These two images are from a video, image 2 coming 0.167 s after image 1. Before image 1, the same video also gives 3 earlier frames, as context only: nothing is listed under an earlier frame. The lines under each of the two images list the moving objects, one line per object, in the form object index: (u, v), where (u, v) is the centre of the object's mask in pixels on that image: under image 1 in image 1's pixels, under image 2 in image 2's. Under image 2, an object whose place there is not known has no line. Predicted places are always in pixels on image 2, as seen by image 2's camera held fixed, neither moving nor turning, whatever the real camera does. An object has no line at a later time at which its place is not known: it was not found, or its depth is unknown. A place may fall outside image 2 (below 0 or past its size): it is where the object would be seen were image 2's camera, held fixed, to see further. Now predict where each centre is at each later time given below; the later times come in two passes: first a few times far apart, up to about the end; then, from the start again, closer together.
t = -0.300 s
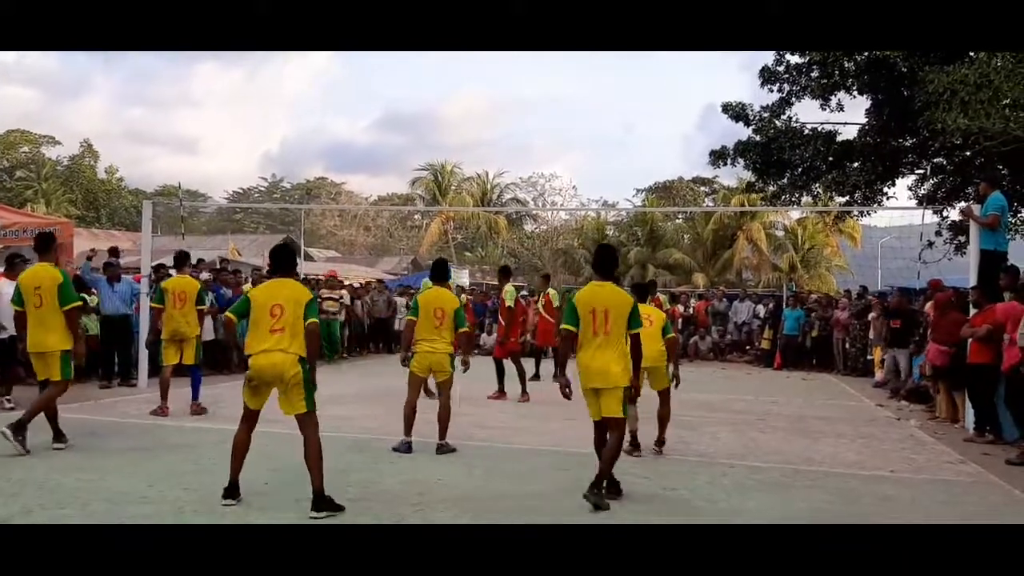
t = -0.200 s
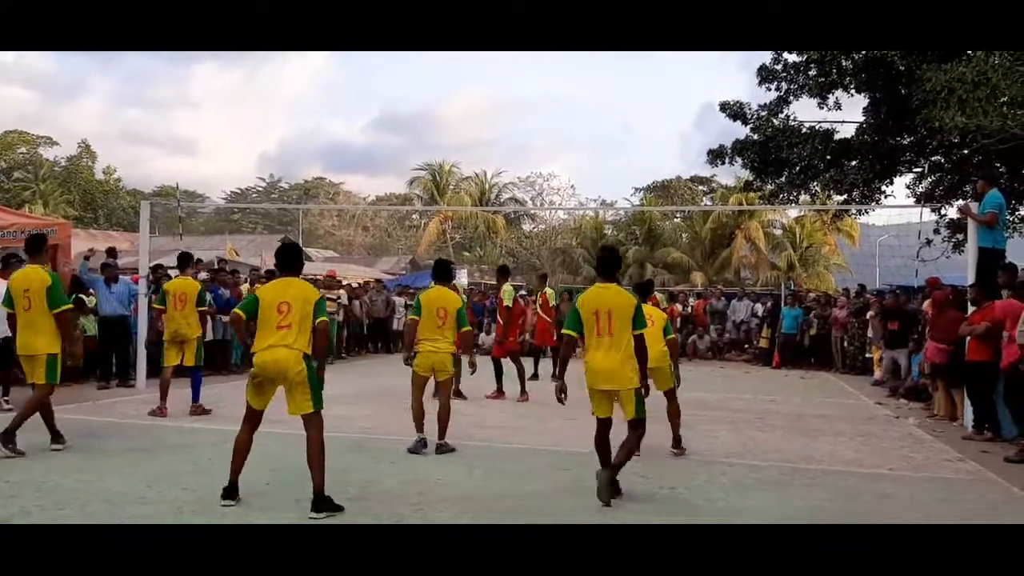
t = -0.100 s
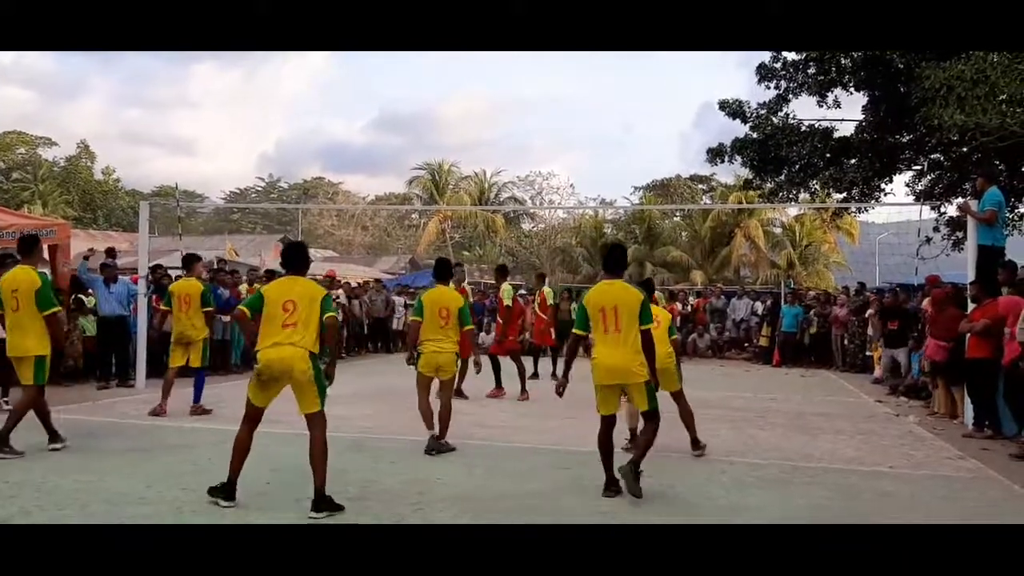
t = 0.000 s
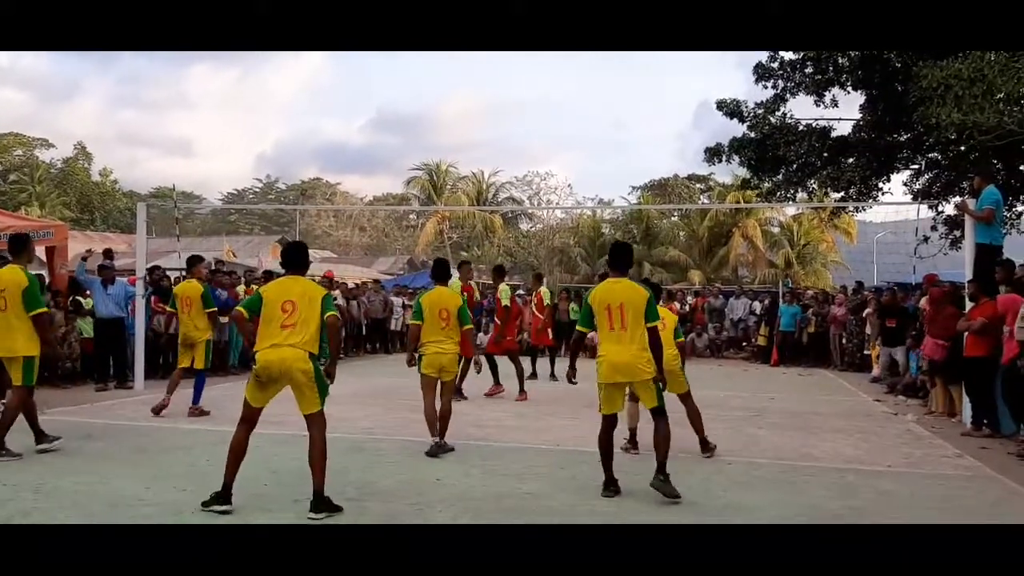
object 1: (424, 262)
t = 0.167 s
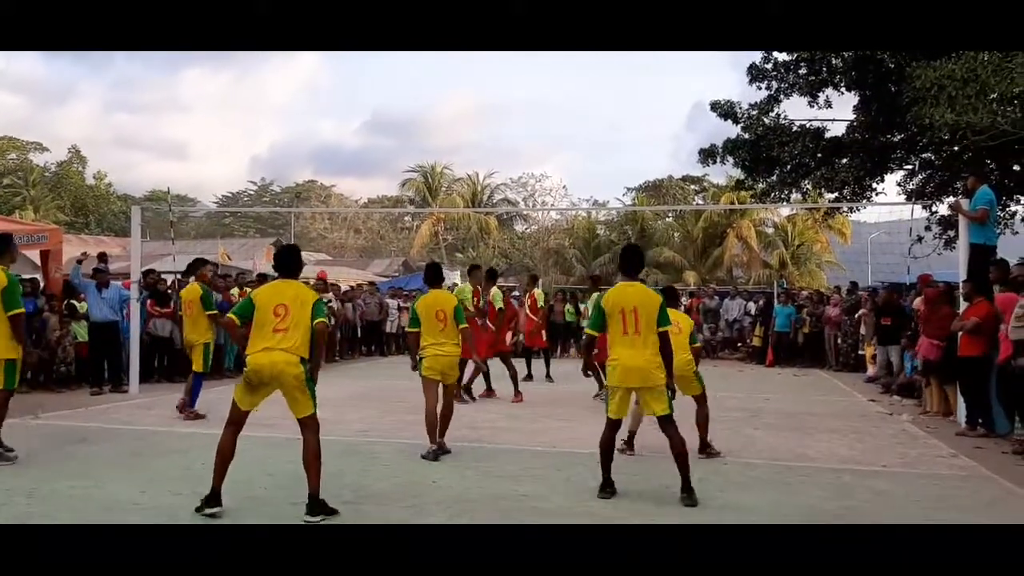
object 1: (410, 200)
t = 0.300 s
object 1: (406, 154)
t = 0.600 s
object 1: (391, 70)
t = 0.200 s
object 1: (409, 190)
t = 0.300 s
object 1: (406, 154)
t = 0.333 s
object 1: (404, 144)
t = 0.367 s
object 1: (403, 133)
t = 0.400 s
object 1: (401, 122)
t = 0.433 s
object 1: (400, 113)
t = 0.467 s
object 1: (398, 103)
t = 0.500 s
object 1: (397, 94)
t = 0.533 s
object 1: (395, 86)
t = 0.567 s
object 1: (393, 78)
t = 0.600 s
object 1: (391, 70)
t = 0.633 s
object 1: (388, 62)
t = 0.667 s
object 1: (385, 56)
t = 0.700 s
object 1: (382, 51)
